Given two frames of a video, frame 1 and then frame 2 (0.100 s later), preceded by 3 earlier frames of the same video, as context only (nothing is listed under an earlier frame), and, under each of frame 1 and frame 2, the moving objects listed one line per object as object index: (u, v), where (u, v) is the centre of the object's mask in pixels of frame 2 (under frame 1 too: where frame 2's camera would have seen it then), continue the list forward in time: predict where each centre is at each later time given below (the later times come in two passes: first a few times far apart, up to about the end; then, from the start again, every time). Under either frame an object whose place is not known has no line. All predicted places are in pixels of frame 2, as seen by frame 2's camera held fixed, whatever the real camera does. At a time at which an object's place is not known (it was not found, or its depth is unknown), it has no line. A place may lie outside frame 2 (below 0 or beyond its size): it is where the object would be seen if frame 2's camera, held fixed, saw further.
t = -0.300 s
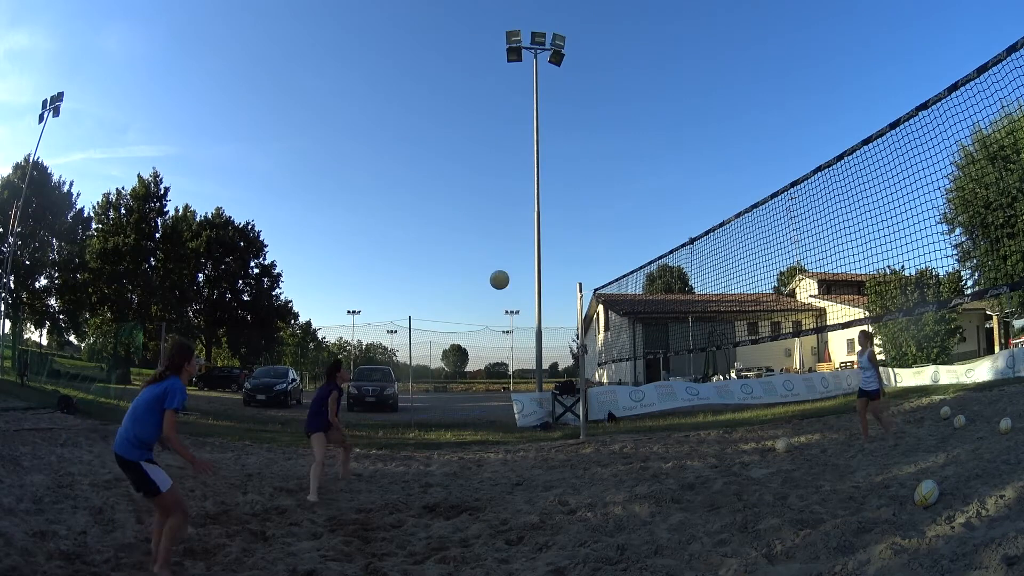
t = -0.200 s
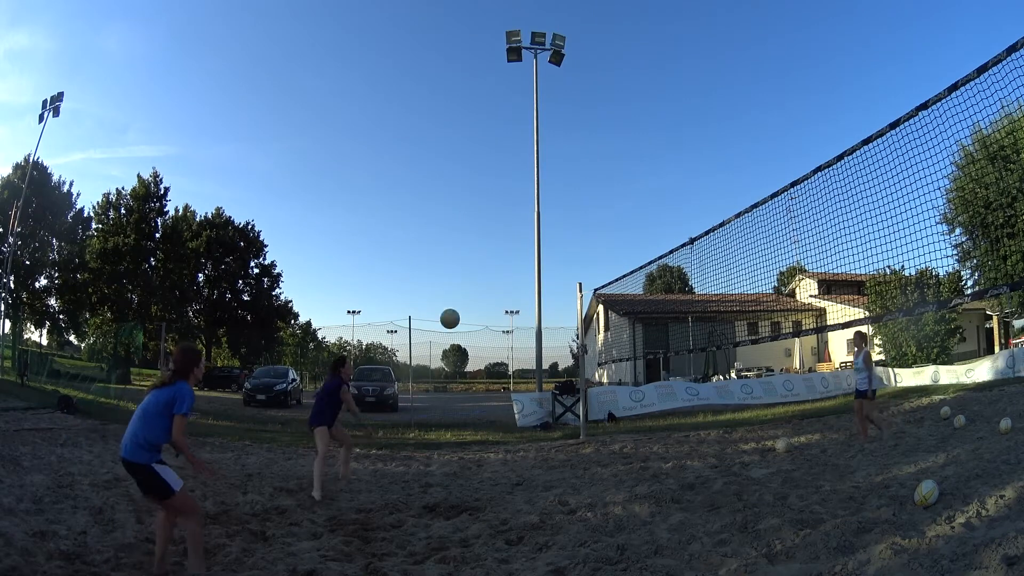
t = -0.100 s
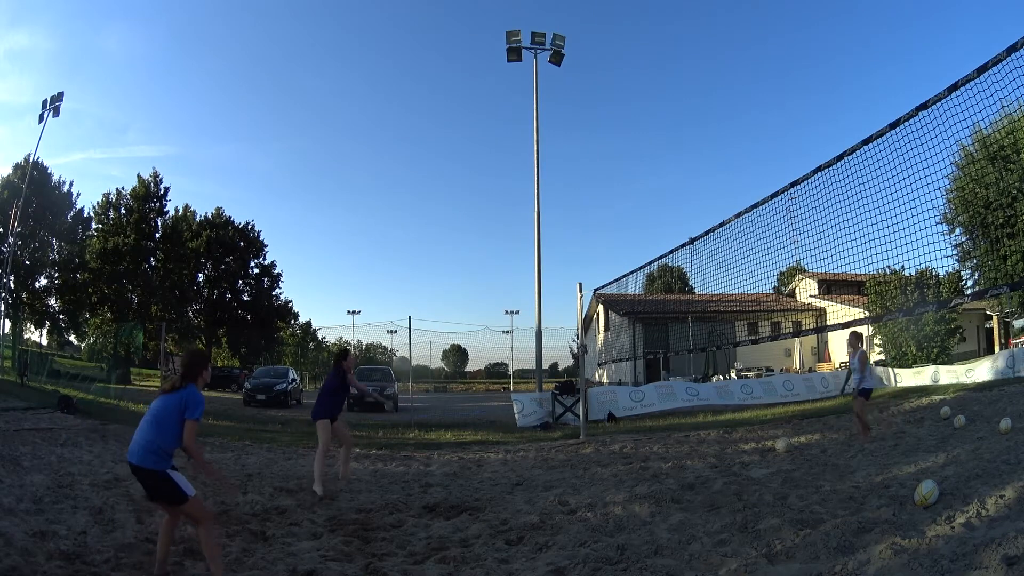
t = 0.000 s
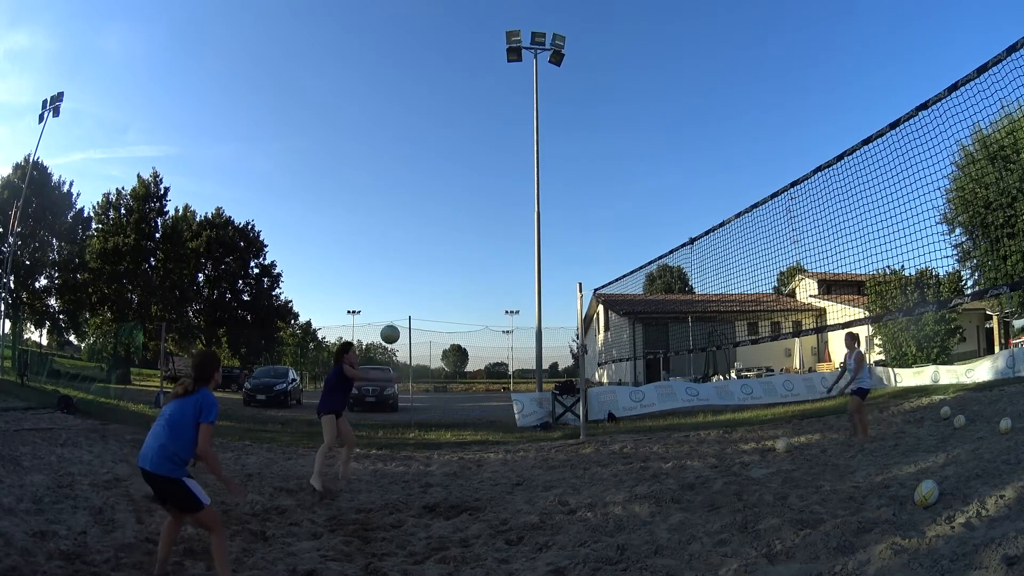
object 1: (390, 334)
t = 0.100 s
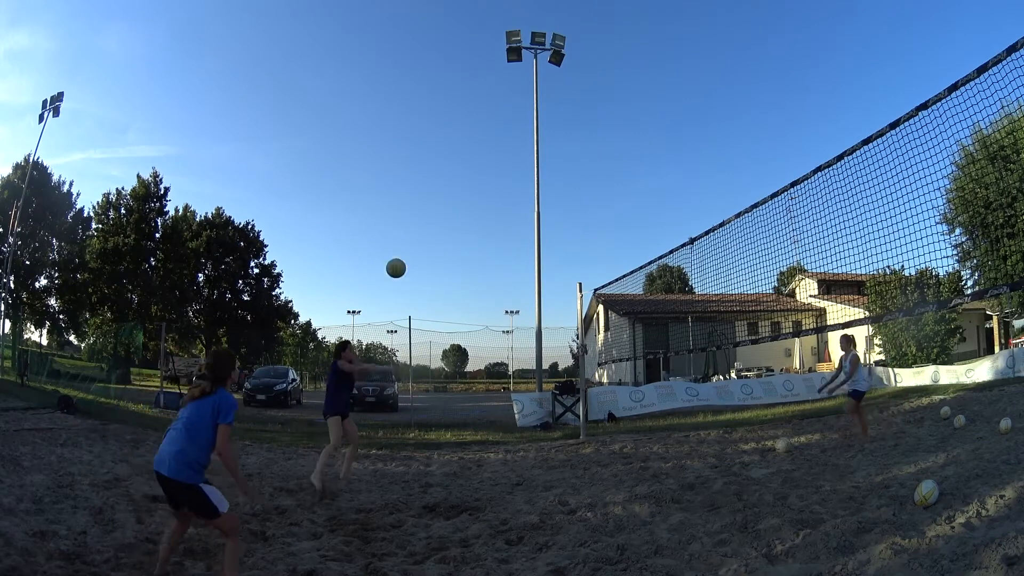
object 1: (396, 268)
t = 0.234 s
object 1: (405, 194)
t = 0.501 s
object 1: (420, 96)
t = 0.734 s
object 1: (429, 55)
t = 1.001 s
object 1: (434, 52)
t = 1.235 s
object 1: (434, 97)
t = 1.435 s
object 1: (430, 199)
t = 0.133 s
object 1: (398, 248)
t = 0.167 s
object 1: (400, 229)
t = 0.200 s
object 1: (403, 211)
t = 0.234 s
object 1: (405, 194)
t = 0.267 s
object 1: (407, 178)
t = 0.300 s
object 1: (409, 163)
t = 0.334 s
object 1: (411, 149)
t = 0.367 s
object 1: (413, 137)
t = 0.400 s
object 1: (415, 125)
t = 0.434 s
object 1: (417, 114)
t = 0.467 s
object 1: (418, 105)
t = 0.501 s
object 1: (420, 96)
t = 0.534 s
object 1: (422, 88)
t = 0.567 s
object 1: (423, 80)
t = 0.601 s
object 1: (424, 73)
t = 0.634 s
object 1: (426, 68)
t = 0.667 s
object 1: (427, 63)
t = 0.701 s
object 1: (428, 58)
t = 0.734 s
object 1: (429, 55)
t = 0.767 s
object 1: (430, 52)
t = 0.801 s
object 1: (431, 50)
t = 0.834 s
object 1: (432, 48)
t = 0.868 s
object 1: (432, 48)
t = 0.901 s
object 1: (433, 47)
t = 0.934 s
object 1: (433, 48)
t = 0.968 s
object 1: (434, 49)
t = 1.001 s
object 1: (434, 52)
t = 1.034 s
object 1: (434, 55)
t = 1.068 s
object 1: (434, 59)
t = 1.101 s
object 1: (434, 64)
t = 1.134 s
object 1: (434, 71)
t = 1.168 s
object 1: (434, 78)
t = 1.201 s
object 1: (434, 87)
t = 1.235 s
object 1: (434, 97)
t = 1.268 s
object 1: (433, 108)
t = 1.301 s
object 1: (433, 122)
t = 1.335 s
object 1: (432, 137)
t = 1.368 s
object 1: (432, 156)
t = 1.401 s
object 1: (431, 176)
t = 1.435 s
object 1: (430, 199)
